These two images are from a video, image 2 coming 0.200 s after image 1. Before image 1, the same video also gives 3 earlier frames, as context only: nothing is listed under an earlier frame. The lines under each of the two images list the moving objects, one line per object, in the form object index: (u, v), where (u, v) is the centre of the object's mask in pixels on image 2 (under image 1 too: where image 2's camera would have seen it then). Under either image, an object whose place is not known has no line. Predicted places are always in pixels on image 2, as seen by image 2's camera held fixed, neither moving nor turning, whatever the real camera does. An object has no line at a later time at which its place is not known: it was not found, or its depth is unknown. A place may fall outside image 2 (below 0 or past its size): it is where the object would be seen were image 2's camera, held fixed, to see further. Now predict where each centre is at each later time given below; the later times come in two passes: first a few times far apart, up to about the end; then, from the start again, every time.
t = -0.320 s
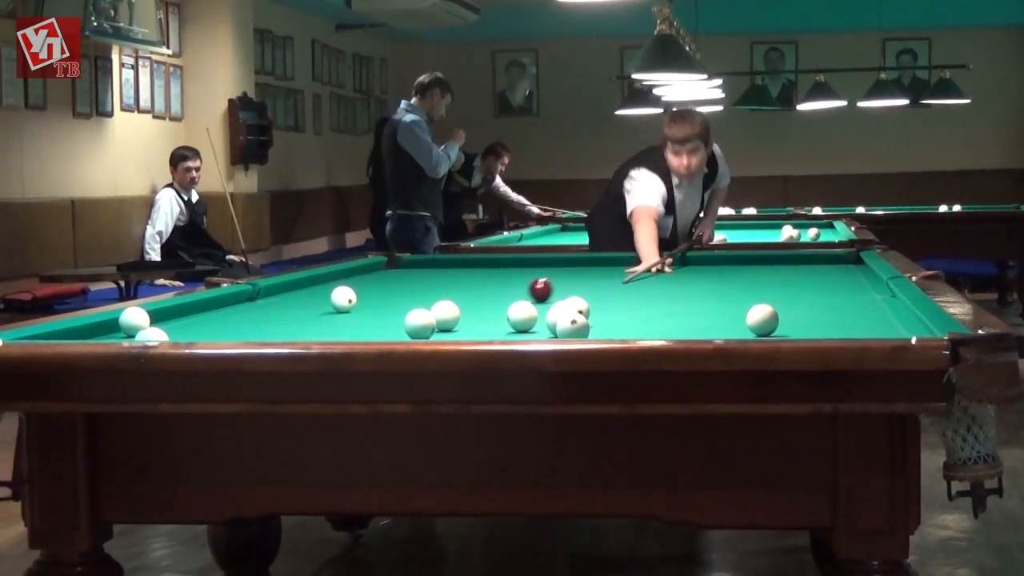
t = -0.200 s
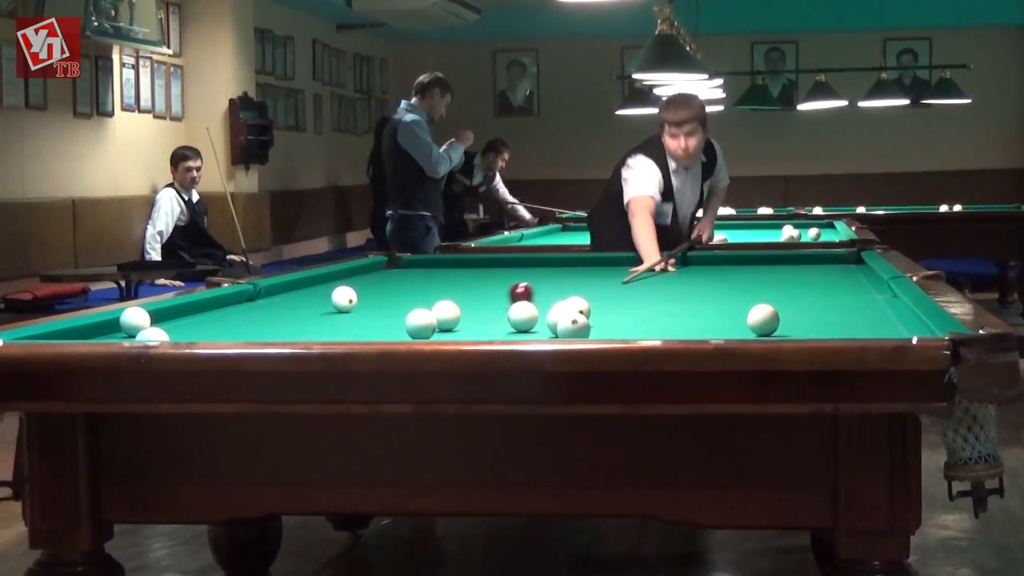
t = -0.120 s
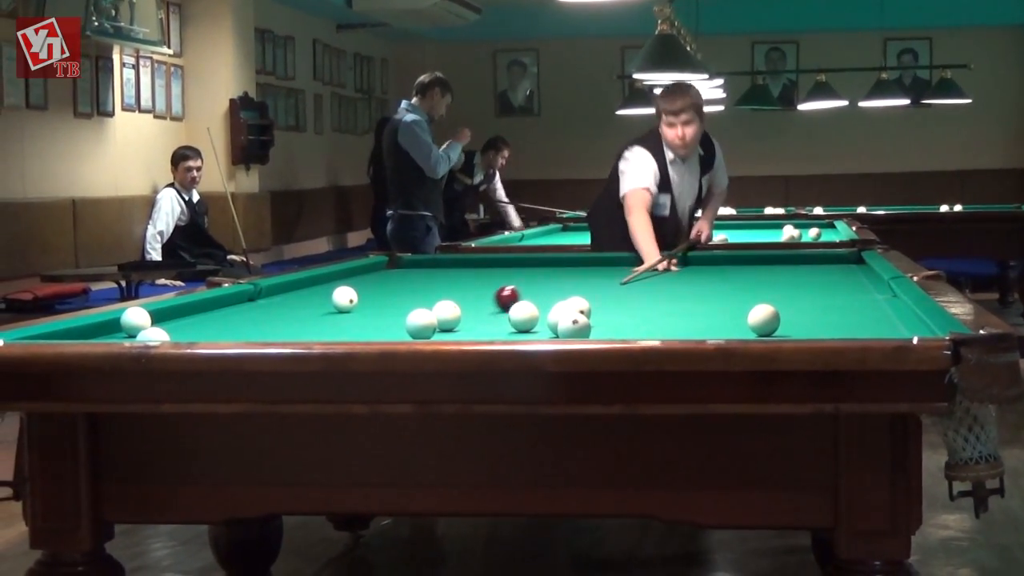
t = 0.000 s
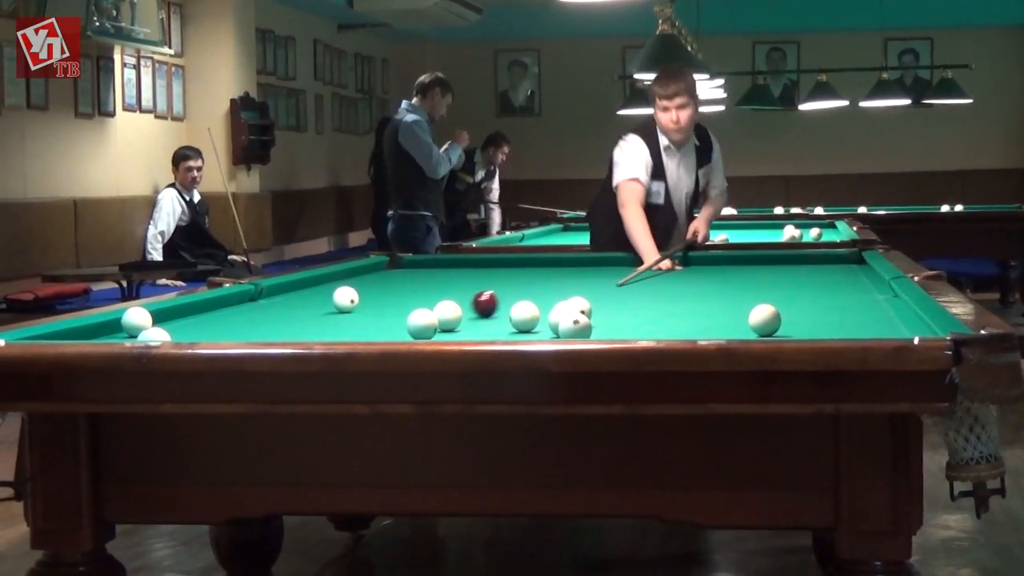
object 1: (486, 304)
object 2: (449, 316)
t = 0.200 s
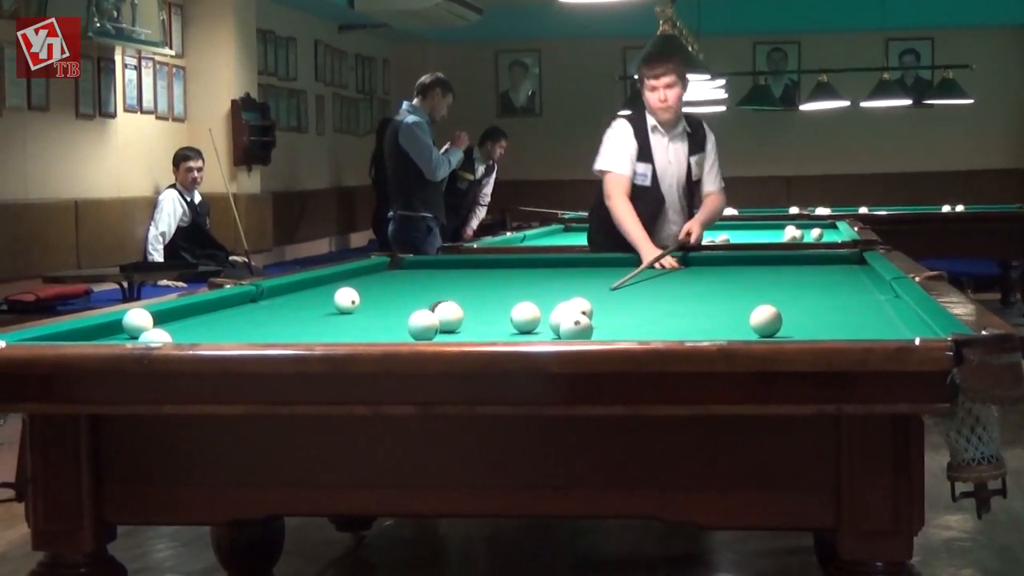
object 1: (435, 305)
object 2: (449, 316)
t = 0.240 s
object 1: (431, 306)
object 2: (451, 318)
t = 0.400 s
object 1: (386, 318)
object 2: (460, 323)
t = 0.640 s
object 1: (315, 323)
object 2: (473, 328)
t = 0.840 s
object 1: (255, 327)
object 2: (484, 332)
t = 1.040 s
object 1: (194, 330)
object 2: (499, 335)
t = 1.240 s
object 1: (128, 332)
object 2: (519, 333)
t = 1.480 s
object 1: (51, 335)
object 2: (542, 330)
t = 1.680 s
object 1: (28, 337)
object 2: (554, 328)
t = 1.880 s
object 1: (65, 335)
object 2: (551, 328)
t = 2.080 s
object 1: (99, 333)
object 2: (548, 328)
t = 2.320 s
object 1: (133, 330)
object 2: (545, 327)
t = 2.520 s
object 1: (168, 326)
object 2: (543, 327)
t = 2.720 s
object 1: (192, 328)
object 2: (542, 327)
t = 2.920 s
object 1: (216, 326)
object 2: (541, 327)
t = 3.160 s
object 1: (243, 324)
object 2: (542, 327)
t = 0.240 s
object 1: (431, 306)
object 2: (451, 318)
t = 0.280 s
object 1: (418, 308)
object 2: (453, 319)
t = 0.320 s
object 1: (406, 313)
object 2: (455, 321)
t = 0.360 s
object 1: (397, 316)
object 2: (457, 322)
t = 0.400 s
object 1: (386, 318)
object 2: (460, 323)
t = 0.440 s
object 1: (374, 318)
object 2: (462, 324)
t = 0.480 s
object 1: (363, 320)
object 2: (464, 325)
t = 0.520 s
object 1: (351, 321)
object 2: (466, 326)
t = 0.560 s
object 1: (339, 321)
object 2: (468, 327)
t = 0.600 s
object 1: (327, 322)
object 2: (470, 328)
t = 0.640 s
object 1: (315, 323)
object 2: (473, 328)
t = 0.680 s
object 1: (303, 324)
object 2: (475, 329)
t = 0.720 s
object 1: (292, 325)
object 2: (477, 330)
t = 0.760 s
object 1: (279, 325)
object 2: (480, 330)
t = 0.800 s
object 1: (267, 326)
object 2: (482, 331)
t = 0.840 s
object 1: (255, 327)
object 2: (484, 332)
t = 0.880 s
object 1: (243, 327)
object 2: (487, 333)
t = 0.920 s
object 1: (230, 328)
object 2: (489, 333)
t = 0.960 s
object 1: (218, 328)
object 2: (492, 334)
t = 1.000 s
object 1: (207, 329)
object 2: (494, 335)
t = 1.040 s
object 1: (194, 330)
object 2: (499, 335)
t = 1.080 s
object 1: (182, 330)
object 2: (503, 334)
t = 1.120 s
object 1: (173, 328)
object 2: (507, 334)
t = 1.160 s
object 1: (161, 327)
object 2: (510, 334)
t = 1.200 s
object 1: (137, 330)
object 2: (515, 333)
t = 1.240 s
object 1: (128, 332)
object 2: (519, 333)
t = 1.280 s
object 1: (116, 333)
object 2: (523, 332)
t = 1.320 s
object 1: (103, 333)
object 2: (527, 332)
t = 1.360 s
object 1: (91, 333)
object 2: (531, 331)
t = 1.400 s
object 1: (78, 334)
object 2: (535, 331)
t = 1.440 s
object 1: (65, 334)
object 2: (539, 330)
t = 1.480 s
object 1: (51, 335)
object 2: (542, 330)
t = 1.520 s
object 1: (38, 335)
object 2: (545, 329)
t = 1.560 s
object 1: (23, 336)
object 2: (548, 329)
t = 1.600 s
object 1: (20, 337)
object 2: (552, 329)
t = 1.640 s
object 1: (21, 337)
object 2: (554, 329)
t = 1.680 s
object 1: (28, 337)
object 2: (554, 328)
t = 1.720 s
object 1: (36, 336)
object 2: (554, 328)
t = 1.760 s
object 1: (43, 336)
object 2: (553, 329)
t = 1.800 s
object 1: (51, 335)
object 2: (553, 329)
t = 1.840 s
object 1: (59, 335)
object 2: (552, 328)
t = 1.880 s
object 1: (65, 335)
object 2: (551, 328)
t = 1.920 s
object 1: (72, 335)
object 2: (550, 328)
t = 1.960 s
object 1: (79, 334)
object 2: (550, 328)
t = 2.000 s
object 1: (87, 334)
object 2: (549, 328)
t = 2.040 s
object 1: (93, 333)
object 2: (549, 328)
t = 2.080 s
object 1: (99, 333)
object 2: (548, 328)
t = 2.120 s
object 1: (106, 333)
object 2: (548, 328)
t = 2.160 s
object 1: (111, 332)
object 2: (547, 328)
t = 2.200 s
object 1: (118, 333)
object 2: (547, 327)
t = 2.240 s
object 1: (123, 332)
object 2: (546, 327)
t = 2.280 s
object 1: (128, 331)
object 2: (546, 327)
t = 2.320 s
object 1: (133, 330)
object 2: (545, 327)
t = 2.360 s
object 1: (138, 329)
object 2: (545, 327)
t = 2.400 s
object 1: (145, 326)
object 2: (544, 327)
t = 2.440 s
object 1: (155, 325)
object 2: (544, 327)
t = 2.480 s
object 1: (163, 326)
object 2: (543, 327)
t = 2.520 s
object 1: (168, 326)
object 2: (543, 327)
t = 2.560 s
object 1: (173, 327)
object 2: (542, 327)
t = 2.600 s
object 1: (177, 328)
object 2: (542, 327)
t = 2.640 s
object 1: (182, 328)
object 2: (542, 327)
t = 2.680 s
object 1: (187, 328)
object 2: (542, 327)
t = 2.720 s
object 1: (192, 328)
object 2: (542, 327)
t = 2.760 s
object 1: (197, 327)
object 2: (542, 327)
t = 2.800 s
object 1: (202, 327)
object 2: (542, 327)
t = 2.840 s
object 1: (207, 327)
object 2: (541, 327)
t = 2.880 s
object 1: (212, 327)
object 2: (542, 327)
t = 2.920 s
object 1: (216, 326)
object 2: (541, 327)
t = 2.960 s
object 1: (221, 326)
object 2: (541, 327)
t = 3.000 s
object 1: (225, 325)
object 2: (541, 327)
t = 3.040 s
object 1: (230, 325)
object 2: (541, 327)
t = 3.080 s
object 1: (234, 325)
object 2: (541, 327)
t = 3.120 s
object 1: (239, 324)
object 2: (542, 327)
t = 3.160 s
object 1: (243, 324)
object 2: (542, 327)
